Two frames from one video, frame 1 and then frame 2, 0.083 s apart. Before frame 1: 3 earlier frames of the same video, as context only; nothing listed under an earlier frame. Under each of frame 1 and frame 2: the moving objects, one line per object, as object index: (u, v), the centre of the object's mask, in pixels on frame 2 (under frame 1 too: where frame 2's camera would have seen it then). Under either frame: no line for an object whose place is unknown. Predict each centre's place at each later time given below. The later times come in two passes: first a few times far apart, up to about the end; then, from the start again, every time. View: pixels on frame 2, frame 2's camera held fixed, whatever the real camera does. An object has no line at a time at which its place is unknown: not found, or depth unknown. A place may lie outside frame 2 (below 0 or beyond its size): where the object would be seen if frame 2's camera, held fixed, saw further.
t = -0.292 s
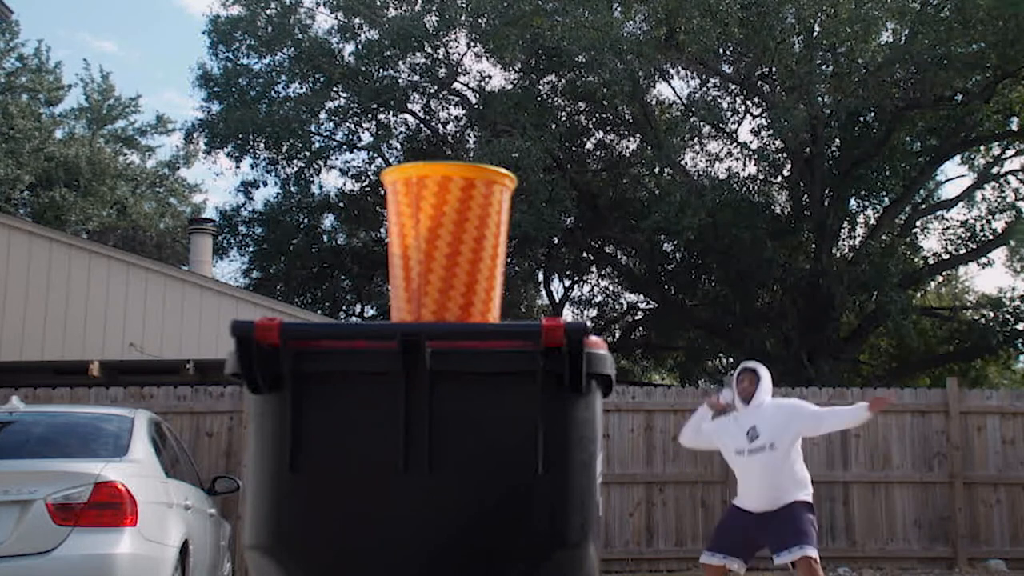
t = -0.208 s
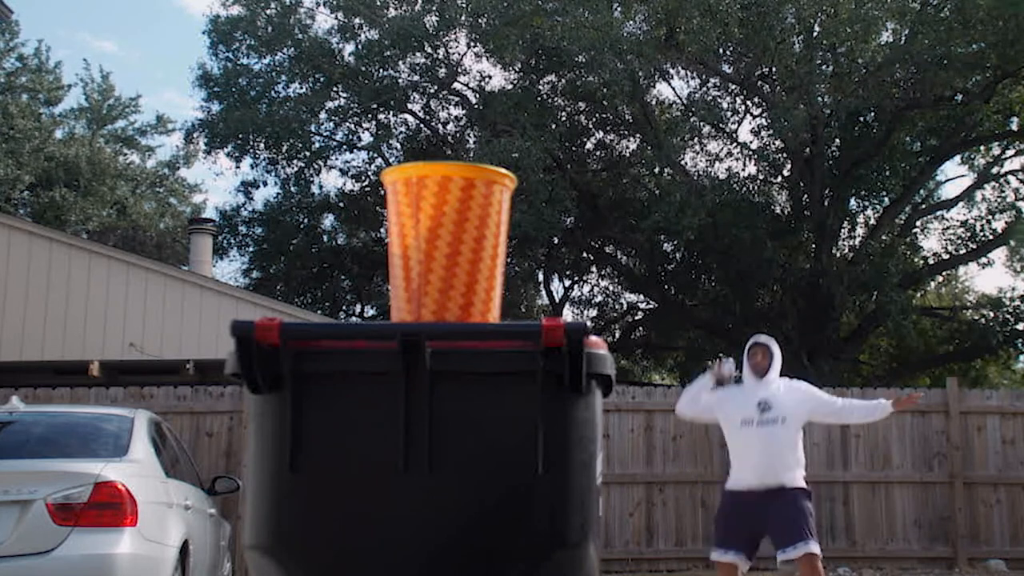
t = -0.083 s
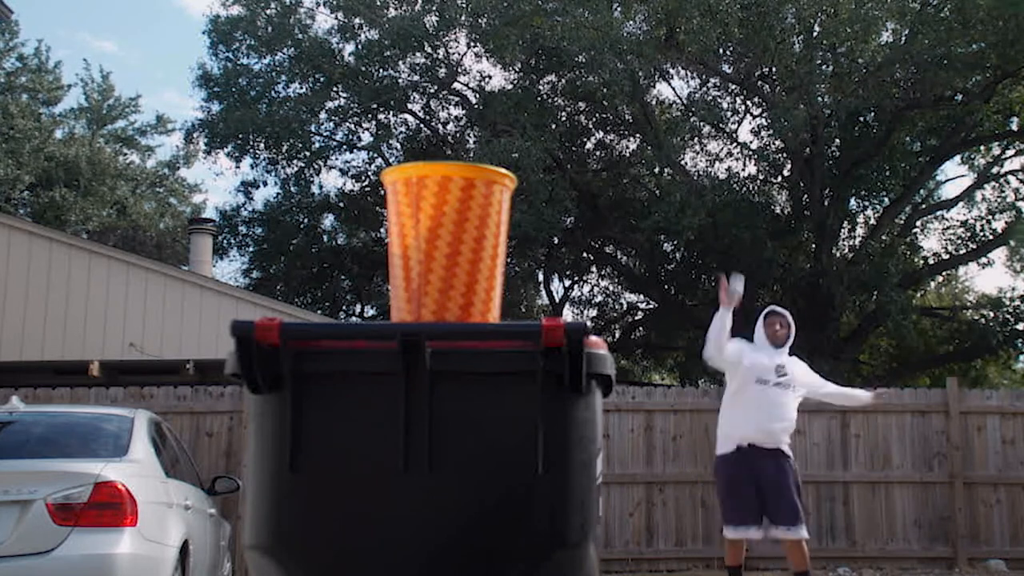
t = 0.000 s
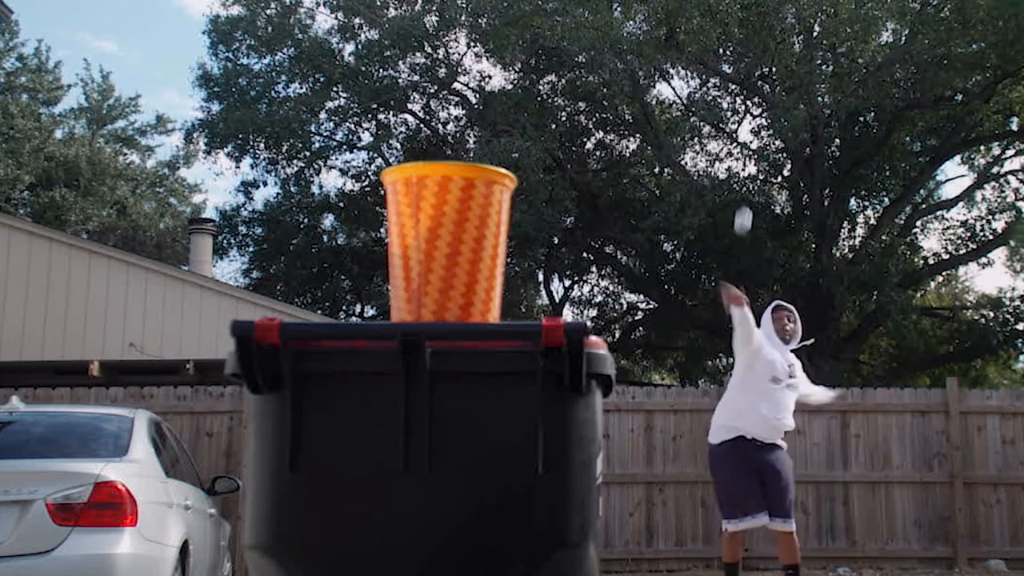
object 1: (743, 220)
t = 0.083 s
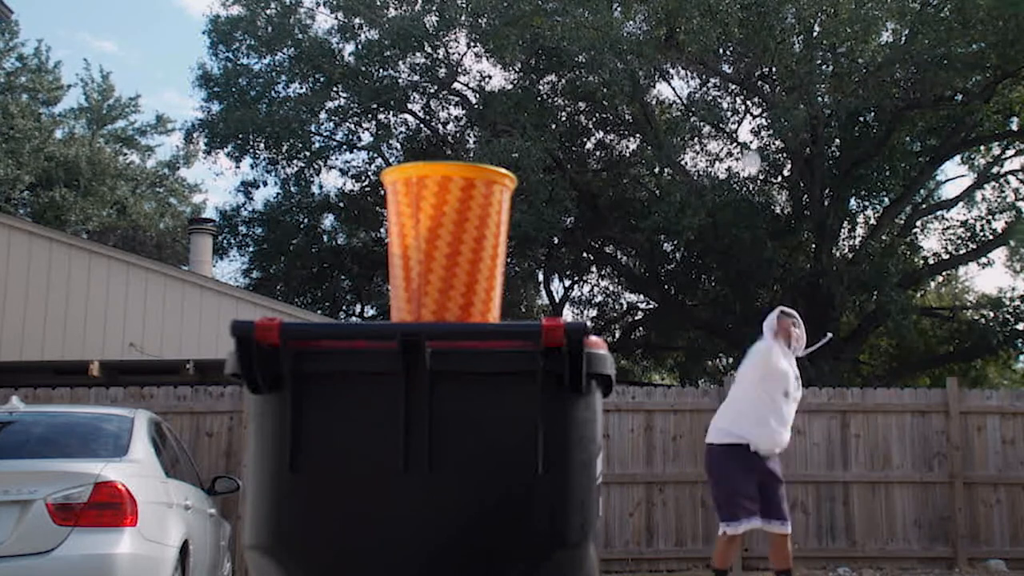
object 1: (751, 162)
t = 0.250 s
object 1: (771, 73)
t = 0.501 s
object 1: (816, 23)
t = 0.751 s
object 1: (892, 164)
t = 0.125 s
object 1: (756, 135)
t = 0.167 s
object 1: (761, 112)
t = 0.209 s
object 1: (765, 91)
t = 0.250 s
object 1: (771, 73)
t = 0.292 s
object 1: (777, 56)
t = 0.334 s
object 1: (783, 42)
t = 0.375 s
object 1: (790, 32)
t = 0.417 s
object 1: (798, 26)
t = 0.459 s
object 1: (807, 23)
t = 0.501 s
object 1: (816, 23)
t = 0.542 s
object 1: (825, 29)
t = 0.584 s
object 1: (835, 39)
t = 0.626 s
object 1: (848, 59)
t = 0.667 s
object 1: (861, 84)
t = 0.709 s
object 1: (876, 119)
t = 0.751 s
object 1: (892, 164)
